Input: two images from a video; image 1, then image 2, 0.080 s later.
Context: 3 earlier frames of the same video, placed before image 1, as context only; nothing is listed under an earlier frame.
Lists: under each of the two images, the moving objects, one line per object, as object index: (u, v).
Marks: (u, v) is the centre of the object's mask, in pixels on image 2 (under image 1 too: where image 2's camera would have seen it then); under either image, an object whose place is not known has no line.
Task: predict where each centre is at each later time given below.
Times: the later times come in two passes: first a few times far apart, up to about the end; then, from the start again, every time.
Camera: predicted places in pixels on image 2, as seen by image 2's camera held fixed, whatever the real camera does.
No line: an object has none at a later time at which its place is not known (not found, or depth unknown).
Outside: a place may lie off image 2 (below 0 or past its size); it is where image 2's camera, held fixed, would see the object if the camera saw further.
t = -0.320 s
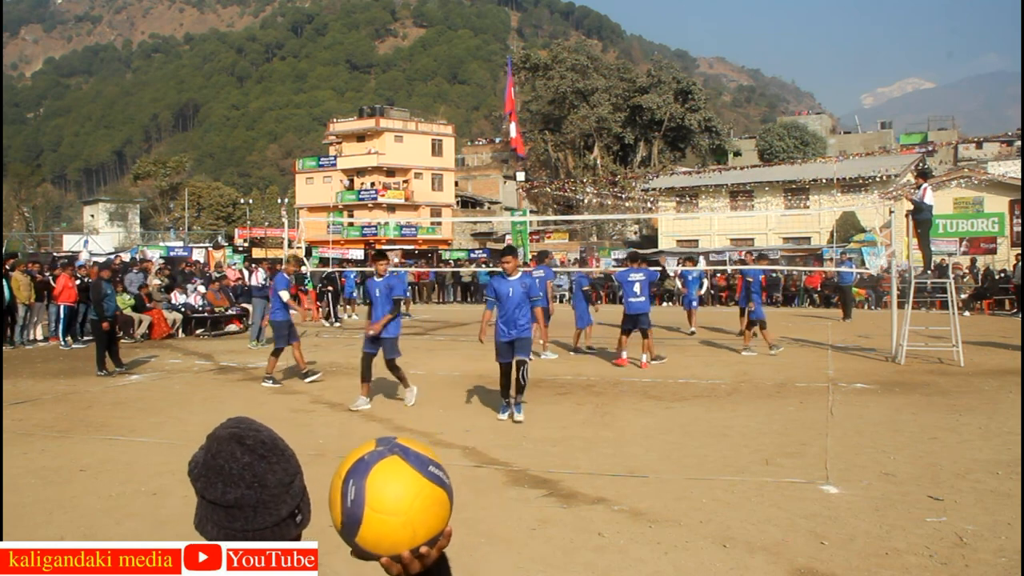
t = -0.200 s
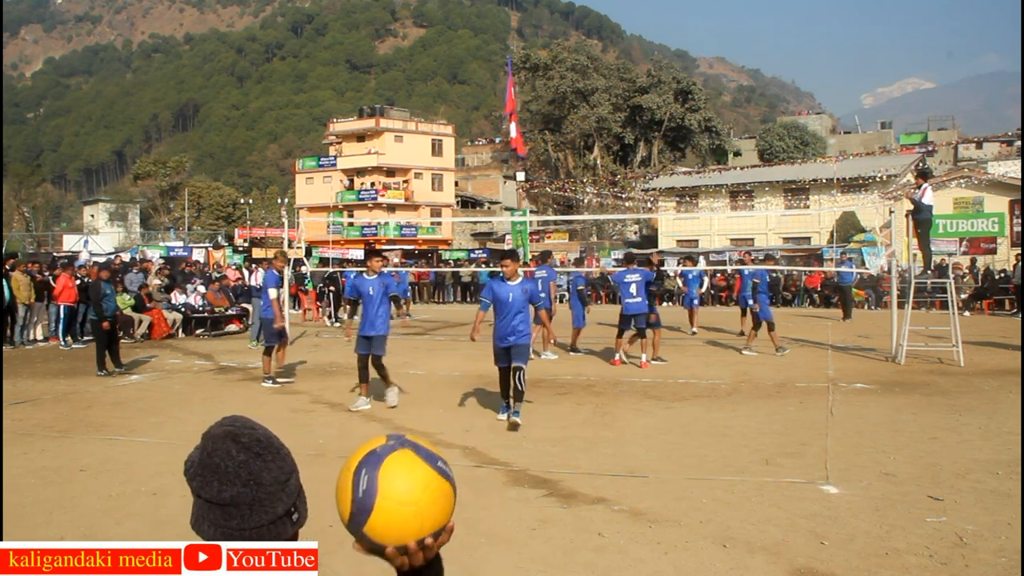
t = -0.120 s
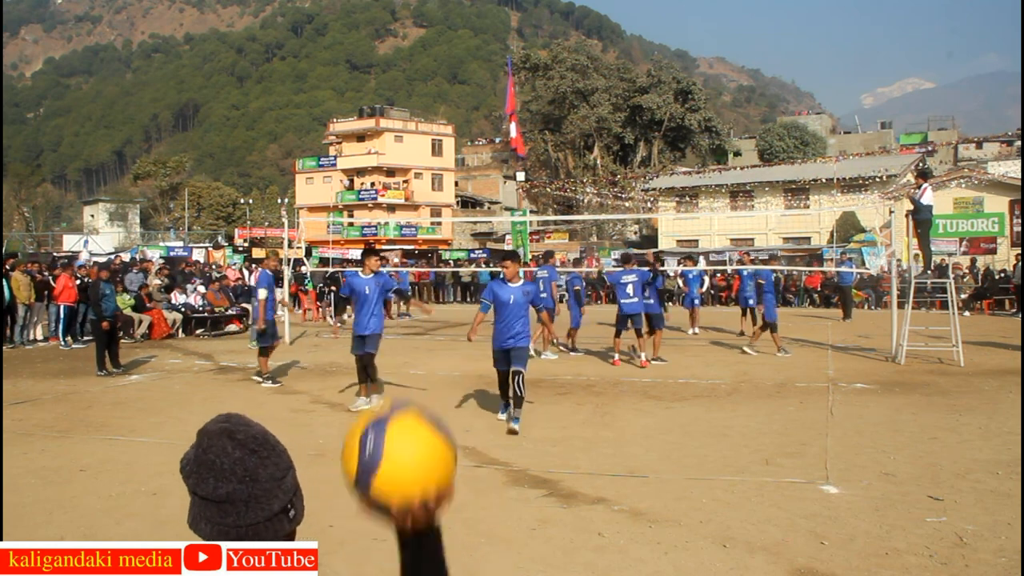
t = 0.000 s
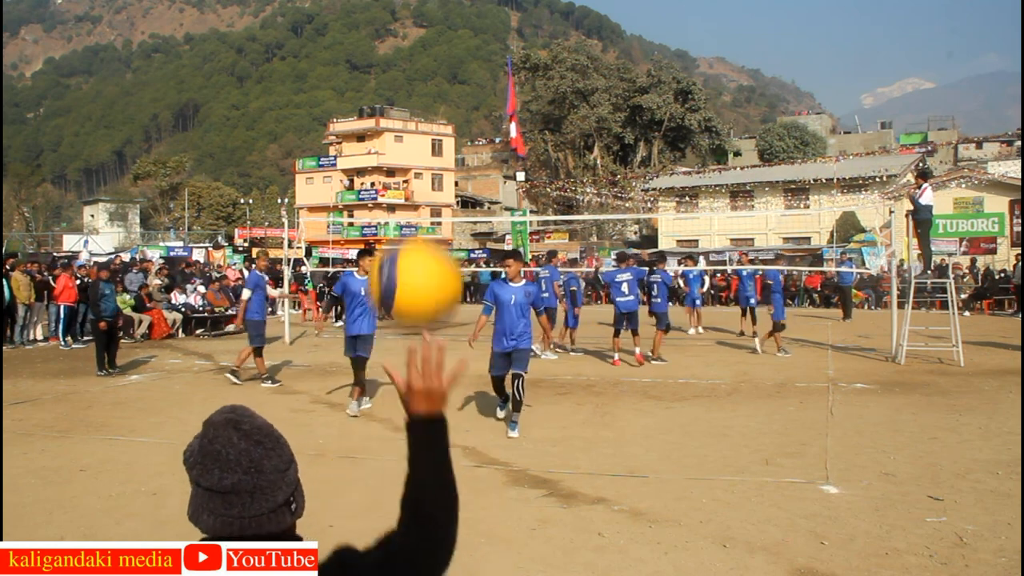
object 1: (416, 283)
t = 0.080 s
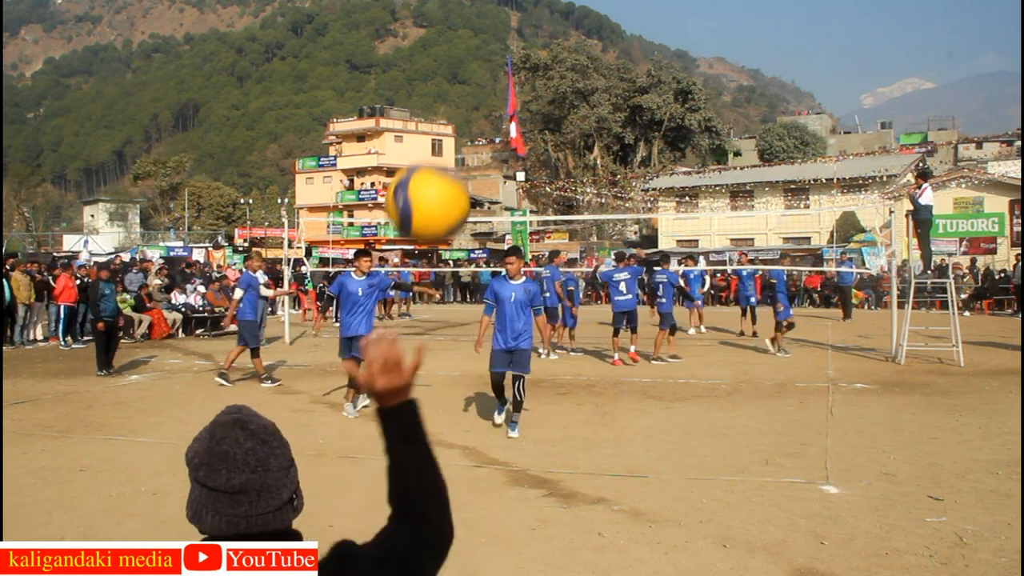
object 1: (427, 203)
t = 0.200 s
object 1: (442, 156)
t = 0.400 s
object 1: (460, 189)
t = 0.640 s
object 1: (473, 330)
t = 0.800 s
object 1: (480, 461)
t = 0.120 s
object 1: (433, 180)
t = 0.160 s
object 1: (438, 165)
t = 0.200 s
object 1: (442, 156)
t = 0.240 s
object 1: (446, 154)
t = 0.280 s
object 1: (450, 157)
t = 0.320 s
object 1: (454, 164)
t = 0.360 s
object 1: (457, 174)
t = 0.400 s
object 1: (460, 189)
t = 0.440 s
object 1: (463, 205)
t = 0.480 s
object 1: (466, 225)
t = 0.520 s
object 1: (468, 248)
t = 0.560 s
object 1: (470, 274)
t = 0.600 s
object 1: (471, 300)
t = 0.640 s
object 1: (473, 330)
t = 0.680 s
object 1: (475, 361)
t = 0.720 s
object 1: (477, 394)
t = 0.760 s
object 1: (479, 426)
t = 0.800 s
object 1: (480, 461)
